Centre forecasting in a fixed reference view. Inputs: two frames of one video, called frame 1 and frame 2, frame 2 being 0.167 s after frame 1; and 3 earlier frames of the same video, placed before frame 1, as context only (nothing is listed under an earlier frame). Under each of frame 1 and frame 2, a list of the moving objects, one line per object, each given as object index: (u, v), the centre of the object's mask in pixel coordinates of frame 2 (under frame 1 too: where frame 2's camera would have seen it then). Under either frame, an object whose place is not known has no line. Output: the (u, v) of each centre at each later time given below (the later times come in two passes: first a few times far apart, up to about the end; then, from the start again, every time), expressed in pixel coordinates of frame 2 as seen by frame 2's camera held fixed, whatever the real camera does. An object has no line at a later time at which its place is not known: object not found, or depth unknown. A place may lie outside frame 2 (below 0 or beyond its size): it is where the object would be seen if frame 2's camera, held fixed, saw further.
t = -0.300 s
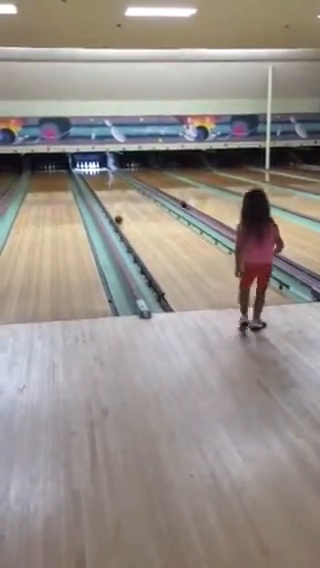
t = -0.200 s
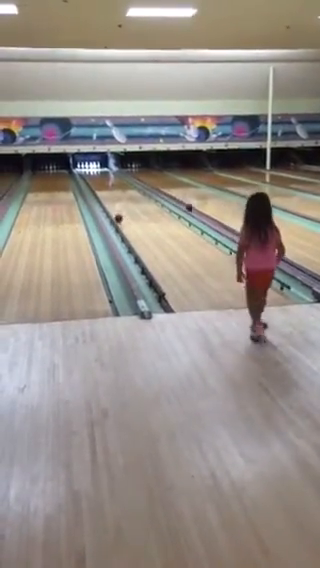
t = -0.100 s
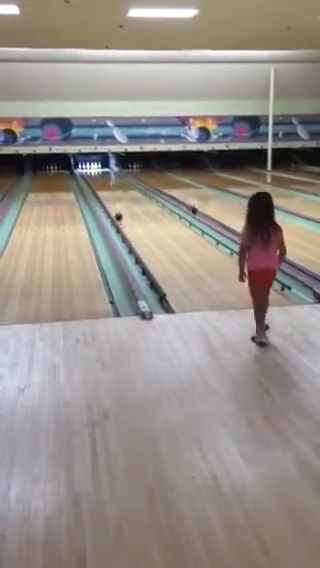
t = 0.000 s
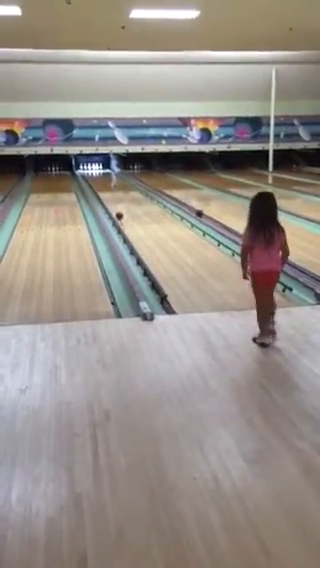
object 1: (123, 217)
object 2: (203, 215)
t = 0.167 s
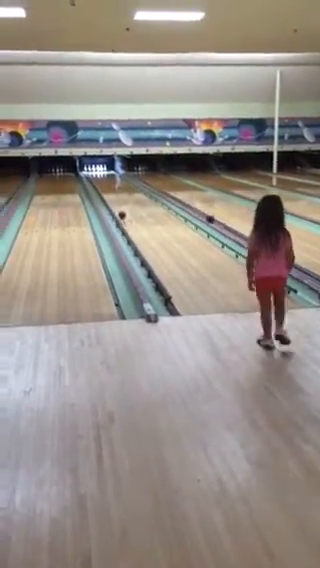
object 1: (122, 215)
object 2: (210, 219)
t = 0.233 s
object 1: (121, 214)
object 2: (213, 221)
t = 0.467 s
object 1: (119, 210)
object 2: (224, 227)
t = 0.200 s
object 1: (121, 214)
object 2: (211, 220)
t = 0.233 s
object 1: (121, 214)
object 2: (213, 221)
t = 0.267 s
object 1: (120, 213)
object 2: (215, 222)
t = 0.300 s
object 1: (121, 213)
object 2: (216, 222)
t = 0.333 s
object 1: (120, 212)
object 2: (217, 223)
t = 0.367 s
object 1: (120, 211)
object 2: (219, 224)
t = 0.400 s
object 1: (119, 211)
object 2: (221, 225)
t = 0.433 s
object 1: (119, 211)
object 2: (223, 226)
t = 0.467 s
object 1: (119, 210)
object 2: (224, 227)
